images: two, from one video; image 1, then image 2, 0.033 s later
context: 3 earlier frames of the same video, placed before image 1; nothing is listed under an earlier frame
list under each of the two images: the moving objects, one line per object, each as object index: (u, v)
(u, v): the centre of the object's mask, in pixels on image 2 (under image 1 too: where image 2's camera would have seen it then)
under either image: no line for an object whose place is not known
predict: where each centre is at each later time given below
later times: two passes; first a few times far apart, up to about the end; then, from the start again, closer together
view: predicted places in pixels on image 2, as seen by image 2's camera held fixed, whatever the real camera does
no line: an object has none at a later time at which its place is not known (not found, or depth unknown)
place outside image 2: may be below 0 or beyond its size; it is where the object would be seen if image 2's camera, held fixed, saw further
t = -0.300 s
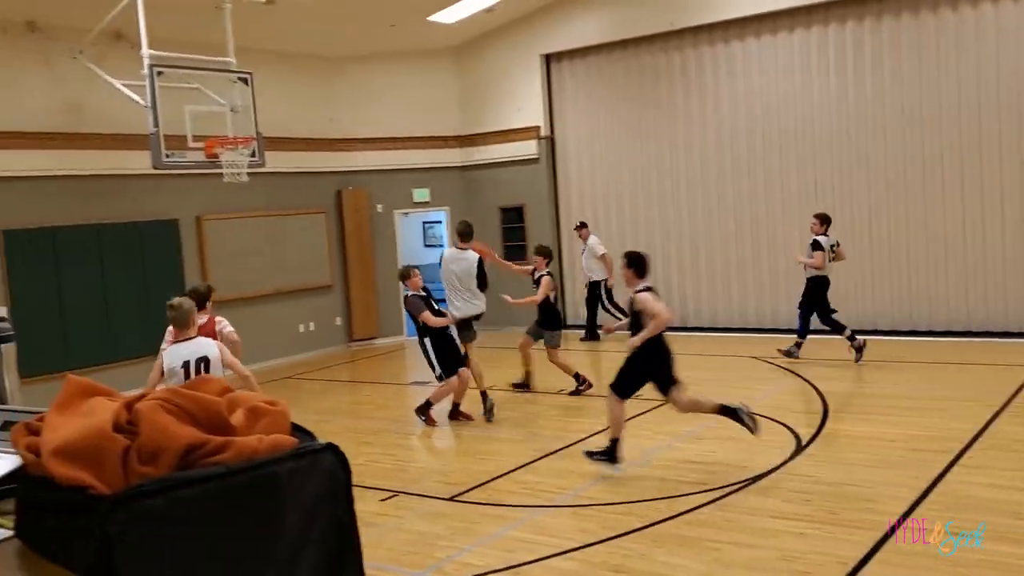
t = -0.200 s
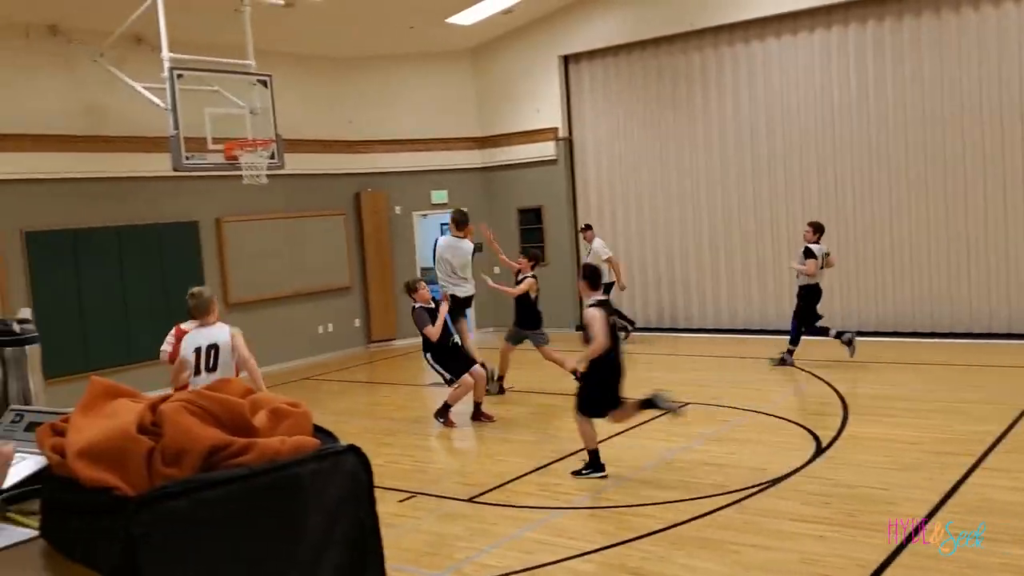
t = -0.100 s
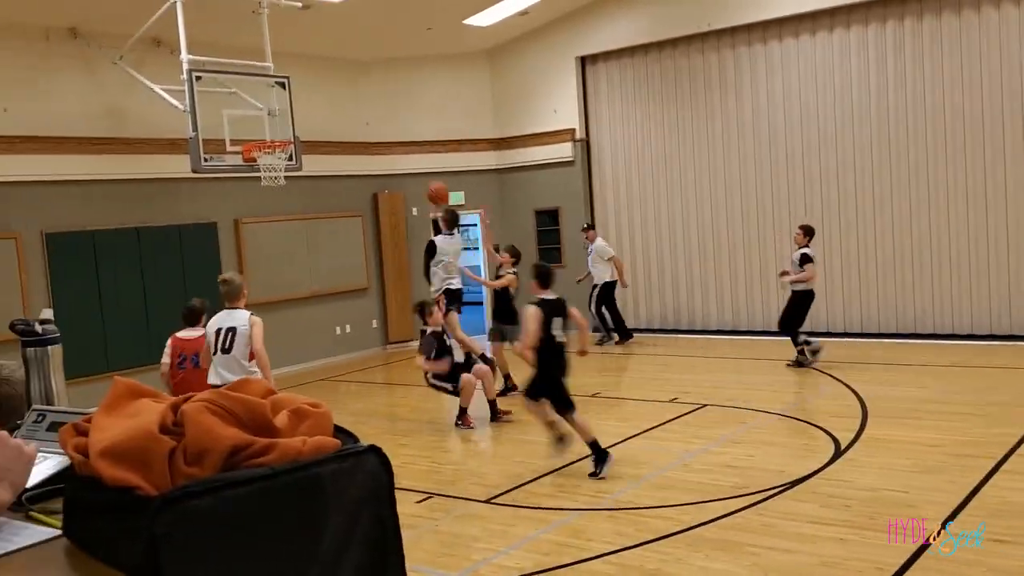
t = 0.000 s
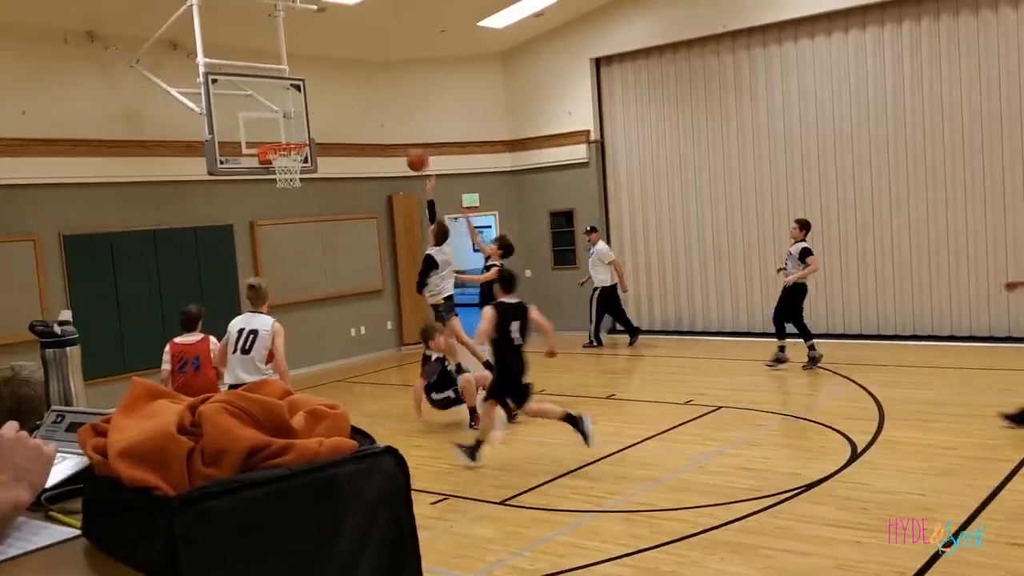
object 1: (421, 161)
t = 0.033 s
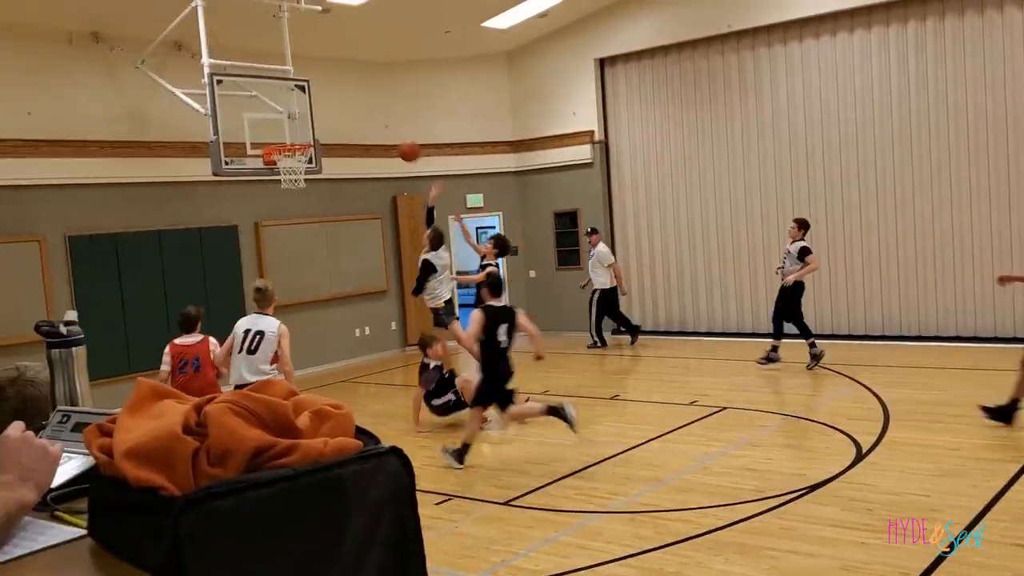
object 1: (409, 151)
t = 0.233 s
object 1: (347, 115)
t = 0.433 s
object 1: (285, 112)
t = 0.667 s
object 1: (288, 134)
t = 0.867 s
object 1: (305, 165)
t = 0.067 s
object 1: (397, 143)
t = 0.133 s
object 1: (380, 131)
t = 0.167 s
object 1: (368, 124)
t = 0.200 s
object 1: (358, 119)
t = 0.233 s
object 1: (347, 115)
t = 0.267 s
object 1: (336, 112)
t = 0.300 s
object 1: (325, 109)
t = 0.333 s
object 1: (315, 109)
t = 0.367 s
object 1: (305, 109)
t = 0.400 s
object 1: (295, 110)
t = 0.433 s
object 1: (285, 112)
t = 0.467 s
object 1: (276, 114)
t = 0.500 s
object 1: (270, 117)
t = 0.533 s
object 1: (273, 119)
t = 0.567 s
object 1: (277, 121)
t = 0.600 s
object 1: (280, 125)
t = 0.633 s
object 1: (285, 130)
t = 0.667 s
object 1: (288, 134)
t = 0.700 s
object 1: (290, 136)
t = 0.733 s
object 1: (293, 141)
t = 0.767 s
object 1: (295, 145)
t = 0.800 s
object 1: (299, 151)
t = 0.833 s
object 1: (302, 156)
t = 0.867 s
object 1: (305, 165)
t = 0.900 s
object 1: (308, 174)
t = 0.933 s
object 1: (312, 183)
